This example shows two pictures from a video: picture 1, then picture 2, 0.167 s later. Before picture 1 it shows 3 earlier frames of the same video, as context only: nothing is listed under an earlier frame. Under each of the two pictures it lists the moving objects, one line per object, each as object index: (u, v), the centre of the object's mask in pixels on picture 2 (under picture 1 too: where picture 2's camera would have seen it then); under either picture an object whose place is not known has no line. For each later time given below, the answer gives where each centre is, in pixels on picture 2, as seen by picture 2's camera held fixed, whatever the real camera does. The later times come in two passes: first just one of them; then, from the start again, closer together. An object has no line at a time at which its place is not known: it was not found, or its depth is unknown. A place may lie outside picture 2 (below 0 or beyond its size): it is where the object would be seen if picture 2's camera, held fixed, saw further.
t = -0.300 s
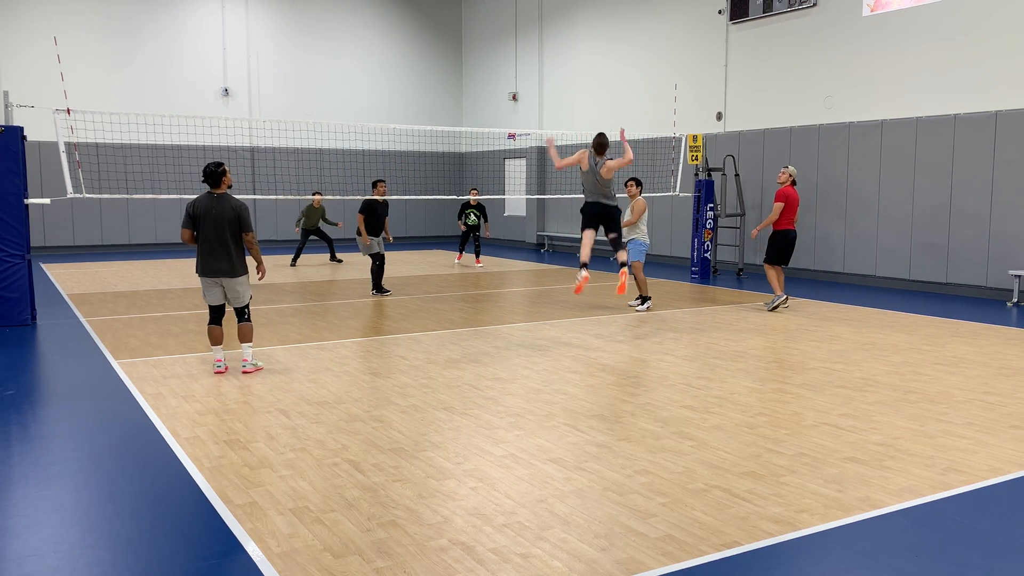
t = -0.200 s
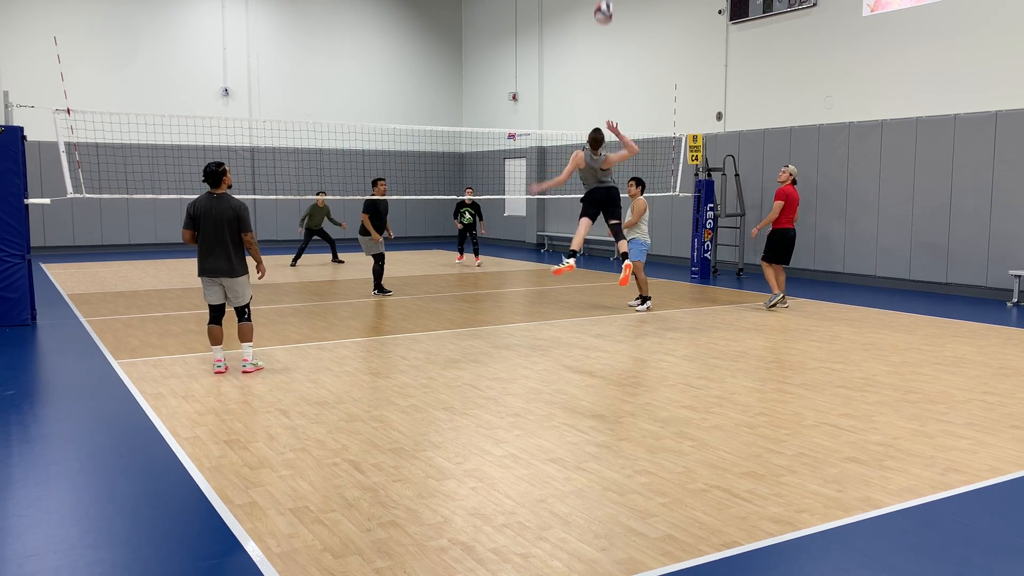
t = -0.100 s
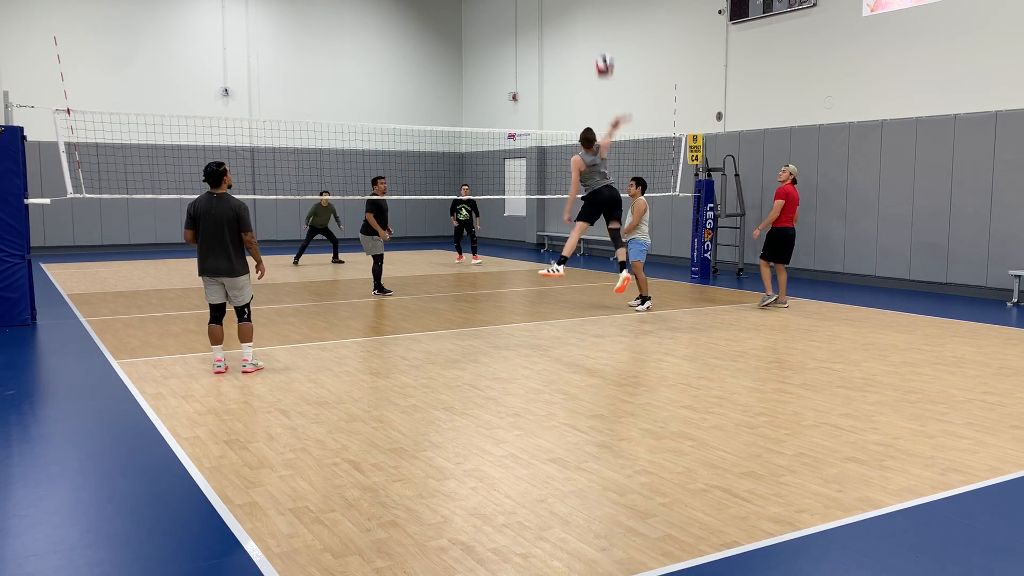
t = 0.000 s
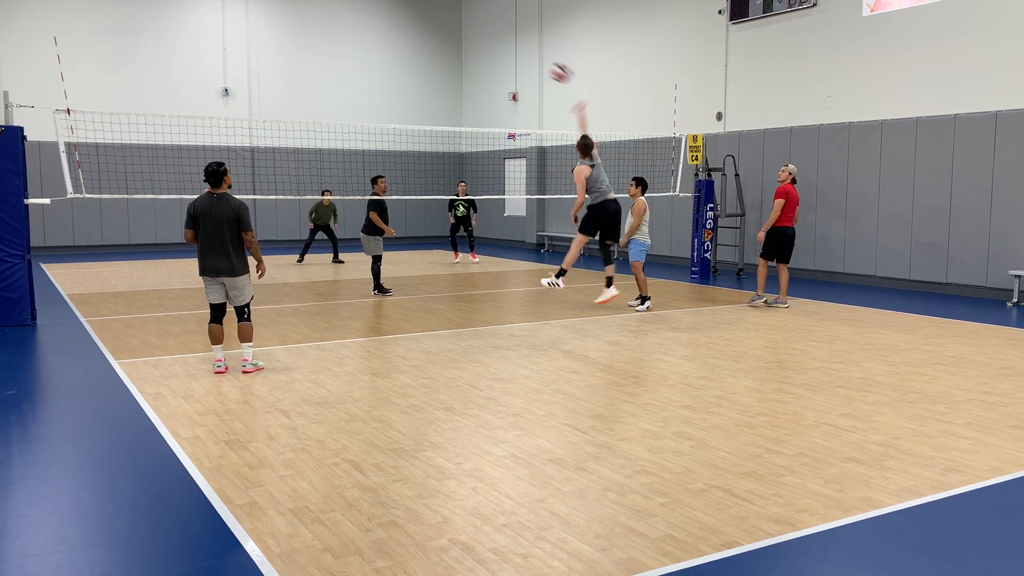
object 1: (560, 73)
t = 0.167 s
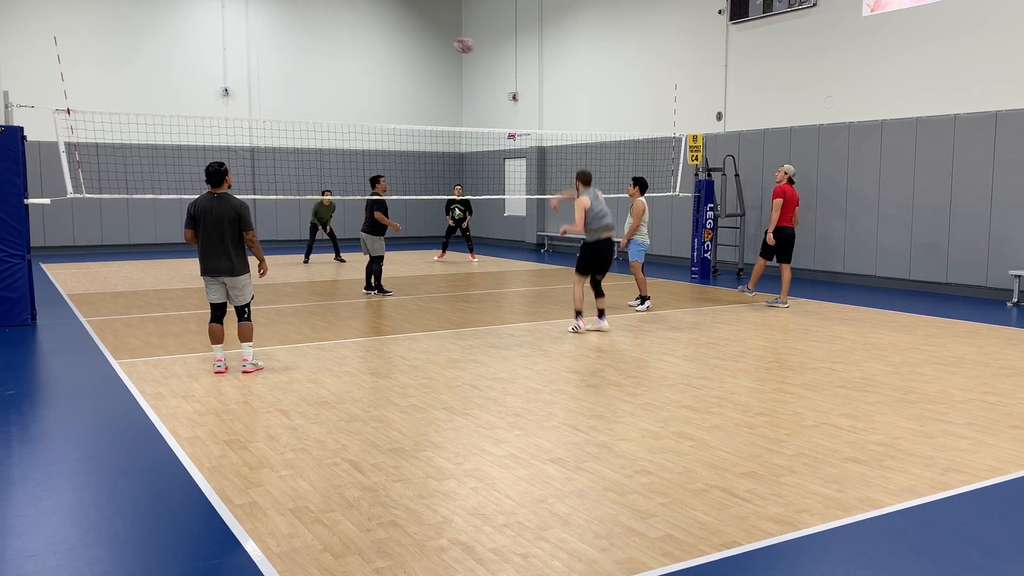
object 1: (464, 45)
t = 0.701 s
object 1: (297, 110)
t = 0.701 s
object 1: (297, 110)
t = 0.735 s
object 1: (291, 116)
